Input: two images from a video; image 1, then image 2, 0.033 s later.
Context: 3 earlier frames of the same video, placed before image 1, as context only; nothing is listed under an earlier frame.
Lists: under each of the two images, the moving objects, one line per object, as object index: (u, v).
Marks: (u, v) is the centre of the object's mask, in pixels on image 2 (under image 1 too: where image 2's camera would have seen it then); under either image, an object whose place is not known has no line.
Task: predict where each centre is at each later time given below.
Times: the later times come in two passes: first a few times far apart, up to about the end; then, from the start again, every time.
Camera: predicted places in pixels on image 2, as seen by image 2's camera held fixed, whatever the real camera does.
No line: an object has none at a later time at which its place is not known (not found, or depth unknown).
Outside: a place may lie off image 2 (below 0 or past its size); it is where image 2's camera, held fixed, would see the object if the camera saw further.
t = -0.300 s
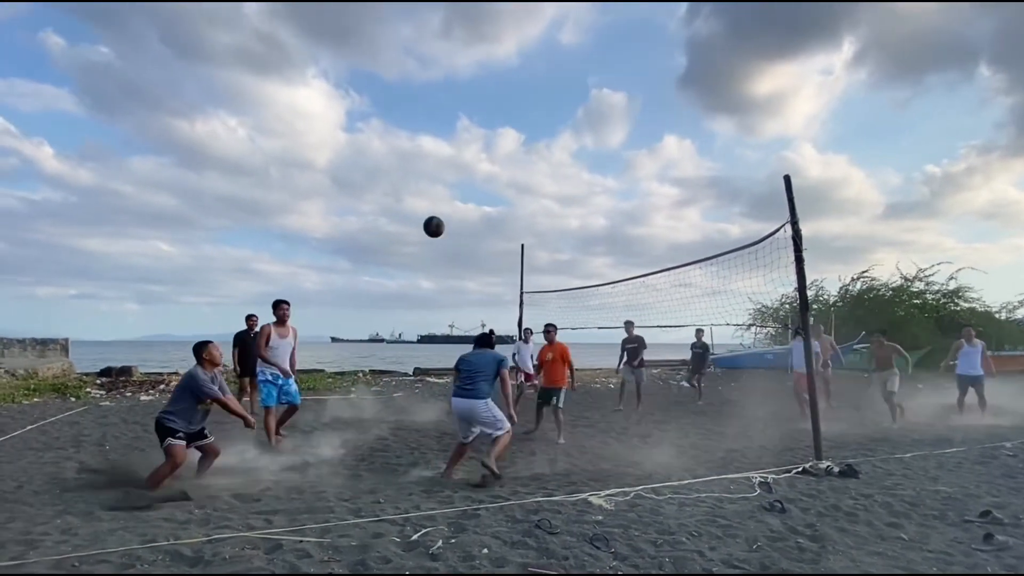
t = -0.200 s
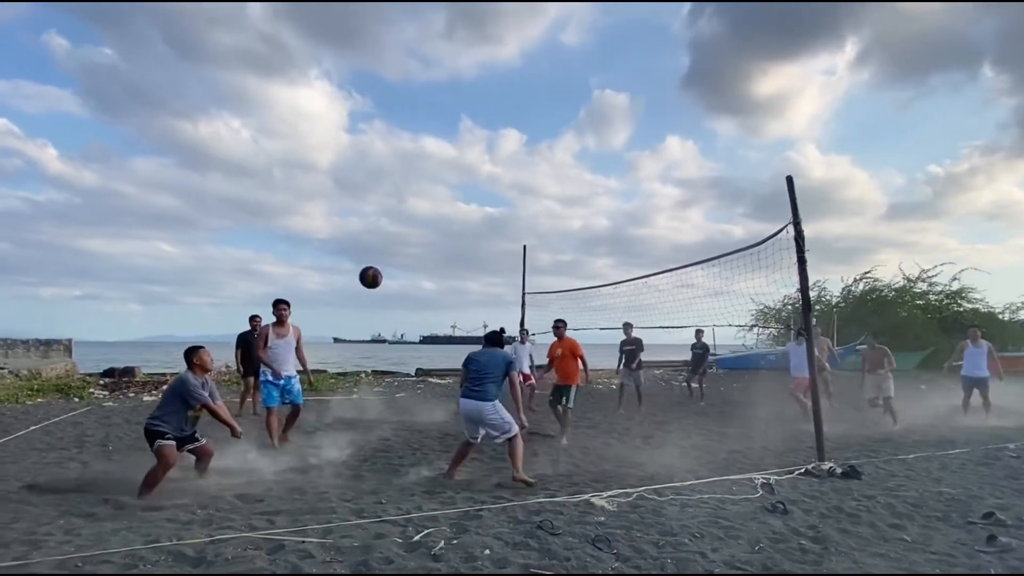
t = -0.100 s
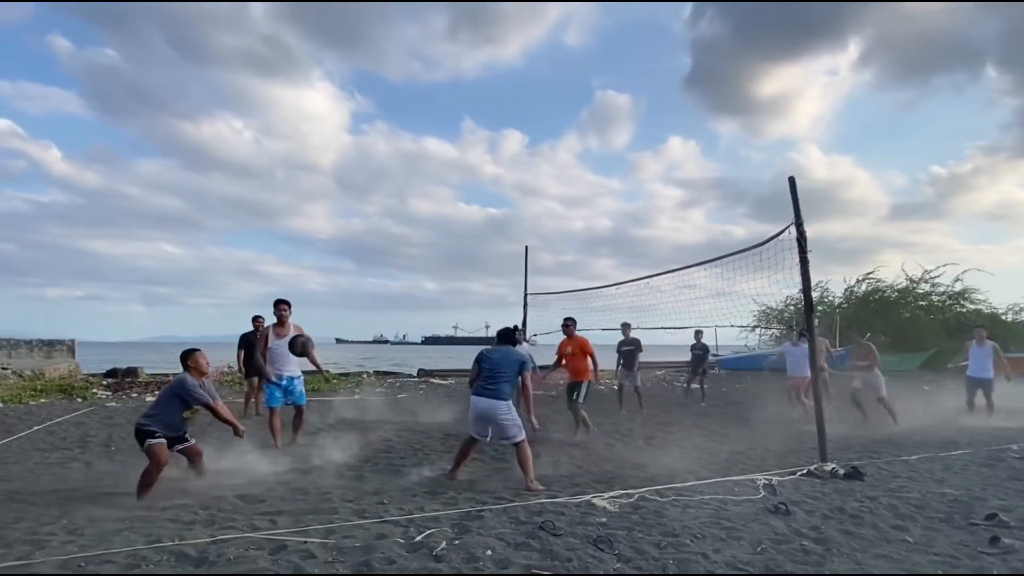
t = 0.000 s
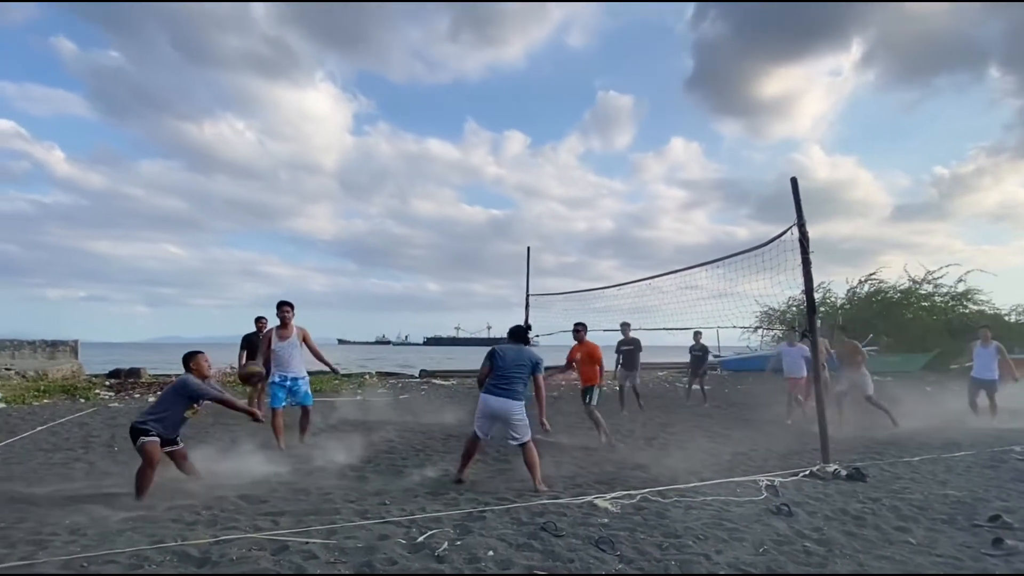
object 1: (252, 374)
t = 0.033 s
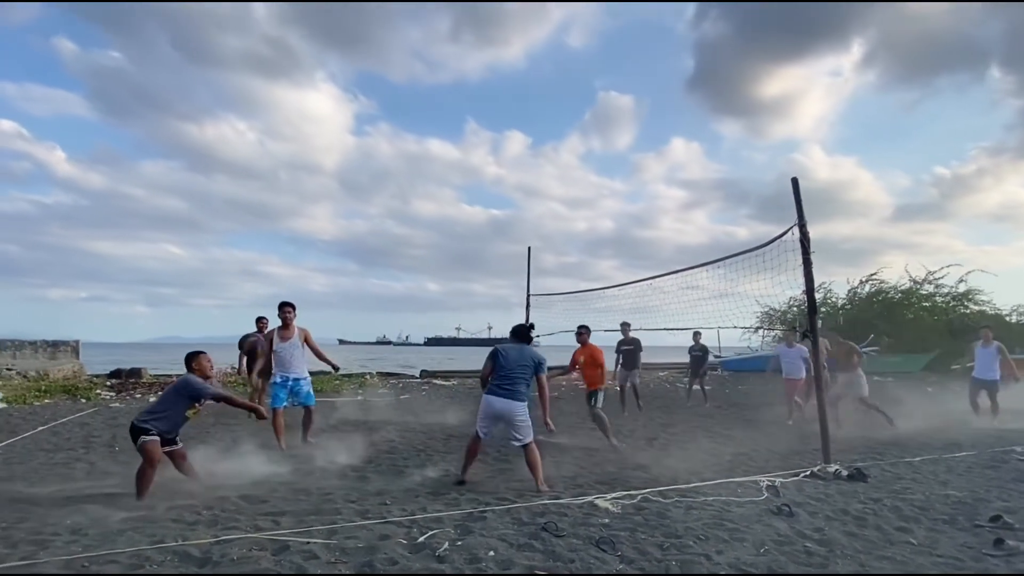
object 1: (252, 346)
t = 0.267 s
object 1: (251, 184)
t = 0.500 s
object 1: (251, 88)
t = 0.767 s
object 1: (250, 58)
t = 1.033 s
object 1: (251, 109)
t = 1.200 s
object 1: (252, 179)
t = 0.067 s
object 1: (252, 318)
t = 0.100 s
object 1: (251, 292)
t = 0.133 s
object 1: (251, 268)
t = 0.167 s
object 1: (251, 245)
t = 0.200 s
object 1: (251, 223)
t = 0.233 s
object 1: (251, 202)
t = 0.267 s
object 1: (251, 184)
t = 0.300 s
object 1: (251, 166)
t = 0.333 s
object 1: (251, 149)
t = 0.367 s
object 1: (251, 134)
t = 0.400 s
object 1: (251, 121)
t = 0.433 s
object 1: (251, 109)
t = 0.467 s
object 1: (251, 98)
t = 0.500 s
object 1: (251, 88)
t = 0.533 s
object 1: (251, 80)
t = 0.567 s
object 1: (251, 72)
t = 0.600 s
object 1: (250, 67)
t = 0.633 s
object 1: (250, 62)
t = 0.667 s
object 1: (250, 59)
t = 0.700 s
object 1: (250, 58)
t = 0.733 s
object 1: (250, 57)
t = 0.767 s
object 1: (250, 58)
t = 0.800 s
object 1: (250, 60)
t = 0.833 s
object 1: (250, 63)
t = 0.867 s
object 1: (250, 67)
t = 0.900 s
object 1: (250, 73)
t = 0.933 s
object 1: (250, 80)
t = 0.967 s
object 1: (250, 89)
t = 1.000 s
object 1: (251, 98)
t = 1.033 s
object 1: (251, 109)
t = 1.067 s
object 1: (251, 120)
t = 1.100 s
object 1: (251, 133)
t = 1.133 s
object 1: (251, 147)
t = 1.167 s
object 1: (252, 163)
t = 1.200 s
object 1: (252, 179)
